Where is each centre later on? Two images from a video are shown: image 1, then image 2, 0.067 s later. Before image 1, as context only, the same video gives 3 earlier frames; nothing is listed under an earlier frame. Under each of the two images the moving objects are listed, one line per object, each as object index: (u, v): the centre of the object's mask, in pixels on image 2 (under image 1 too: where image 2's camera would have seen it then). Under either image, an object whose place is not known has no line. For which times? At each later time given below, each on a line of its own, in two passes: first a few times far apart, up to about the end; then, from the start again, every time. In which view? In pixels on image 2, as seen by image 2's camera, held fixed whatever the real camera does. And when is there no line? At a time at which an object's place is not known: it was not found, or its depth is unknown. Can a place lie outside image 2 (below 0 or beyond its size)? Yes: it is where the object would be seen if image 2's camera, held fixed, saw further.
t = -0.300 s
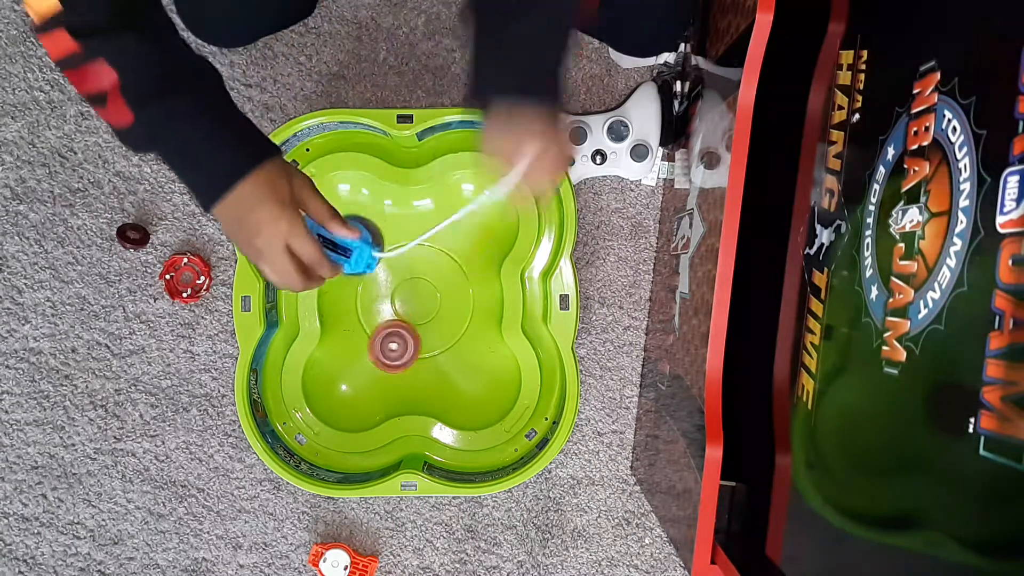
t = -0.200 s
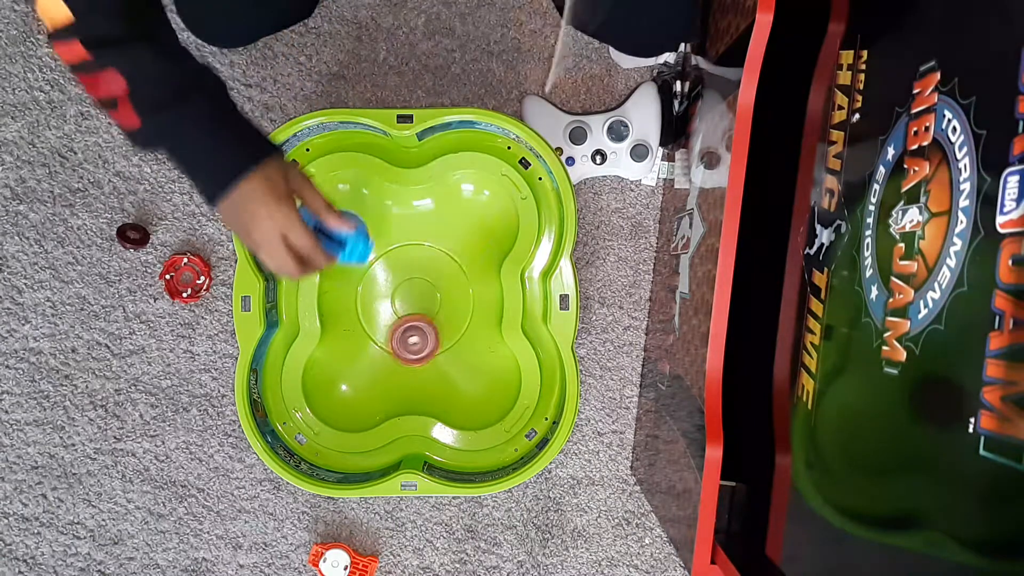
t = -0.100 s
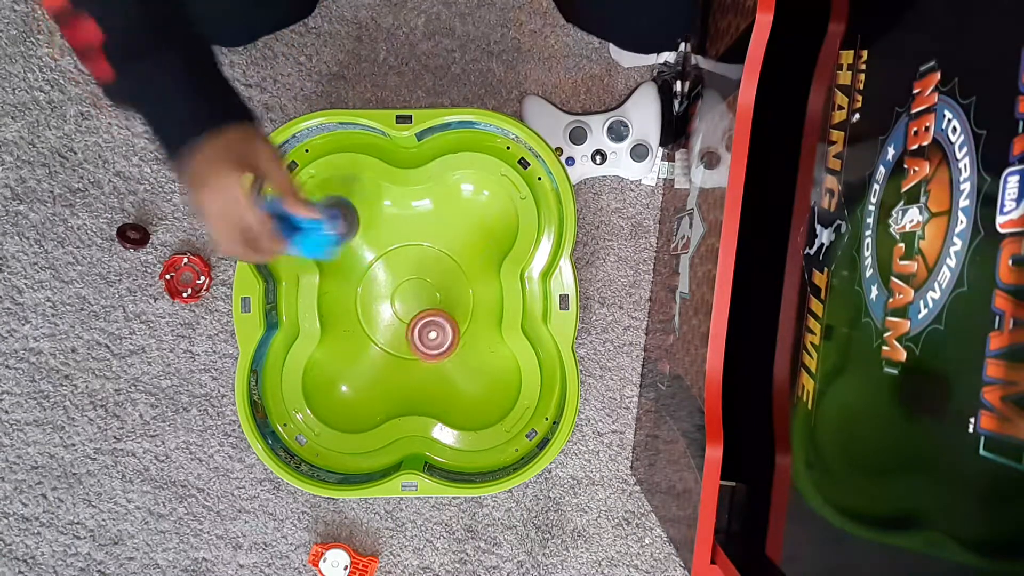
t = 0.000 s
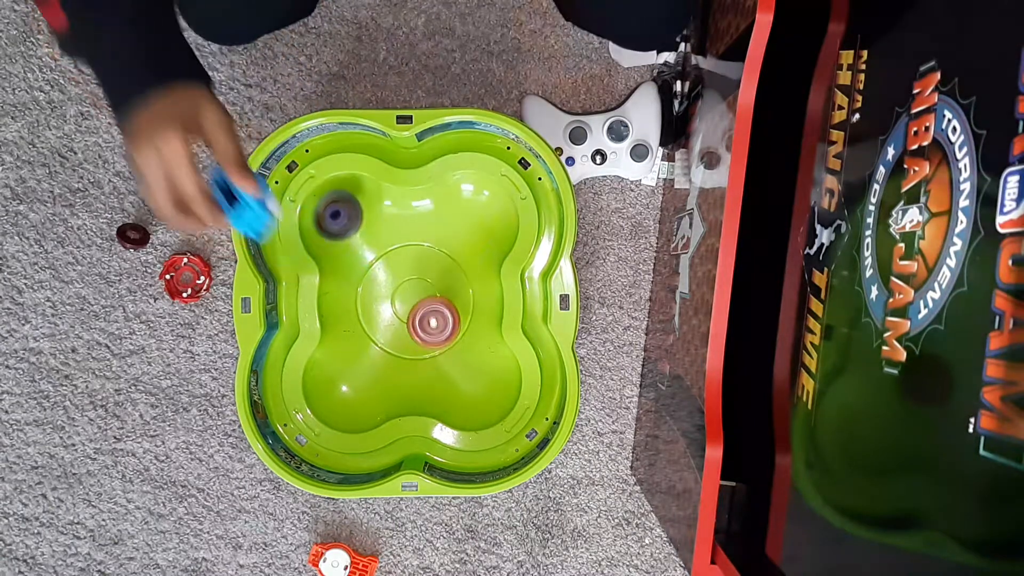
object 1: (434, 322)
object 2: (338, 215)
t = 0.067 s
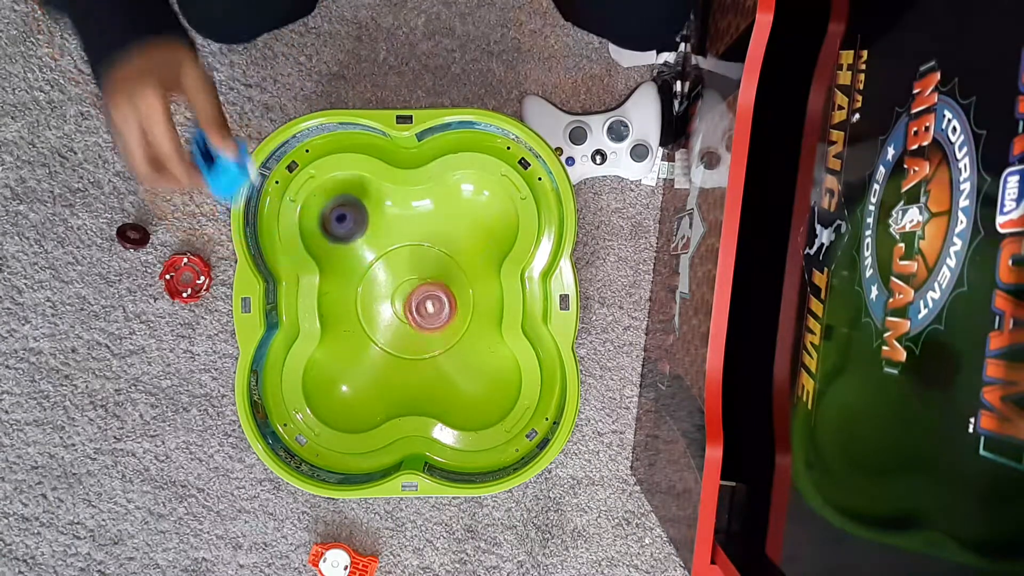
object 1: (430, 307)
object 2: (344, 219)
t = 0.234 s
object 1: (403, 286)
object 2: (363, 240)
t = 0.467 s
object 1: (430, 333)
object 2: (358, 232)
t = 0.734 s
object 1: (437, 320)
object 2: (388, 263)
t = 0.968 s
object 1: (447, 367)
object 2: (370, 232)
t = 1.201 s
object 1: (489, 392)
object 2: (333, 212)
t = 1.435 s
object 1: (416, 327)
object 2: (399, 251)
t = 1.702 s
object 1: (357, 325)
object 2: (448, 301)
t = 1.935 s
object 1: (374, 355)
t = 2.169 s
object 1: (349, 401)
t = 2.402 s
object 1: (390, 316)
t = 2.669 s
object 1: (407, 329)
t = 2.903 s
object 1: (442, 310)
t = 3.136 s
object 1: (457, 297)
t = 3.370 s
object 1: (442, 327)
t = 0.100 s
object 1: (427, 298)
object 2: (347, 222)
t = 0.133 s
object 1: (421, 291)
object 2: (352, 227)
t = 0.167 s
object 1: (414, 285)
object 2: (356, 233)
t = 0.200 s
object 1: (405, 281)
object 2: (362, 239)
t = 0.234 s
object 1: (403, 286)
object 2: (363, 240)
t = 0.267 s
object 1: (403, 298)
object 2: (359, 236)
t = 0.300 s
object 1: (404, 306)
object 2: (357, 233)
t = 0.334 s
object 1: (407, 314)
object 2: (356, 231)
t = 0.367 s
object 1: (413, 320)
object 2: (356, 230)
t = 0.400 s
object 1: (418, 325)
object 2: (356, 230)
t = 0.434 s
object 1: (424, 330)
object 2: (357, 231)
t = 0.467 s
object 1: (430, 333)
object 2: (358, 232)
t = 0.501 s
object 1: (435, 336)
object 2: (361, 234)
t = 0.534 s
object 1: (439, 338)
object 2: (364, 237)
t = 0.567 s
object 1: (442, 338)
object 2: (367, 240)
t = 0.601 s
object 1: (443, 336)
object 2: (371, 243)
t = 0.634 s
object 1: (443, 333)
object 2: (374, 247)
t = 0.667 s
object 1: (442, 329)
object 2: (378, 251)
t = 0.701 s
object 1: (440, 325)
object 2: (383, 256)
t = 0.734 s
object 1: (437, 320)
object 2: (388, 263)
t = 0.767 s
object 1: (434, 317)
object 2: (393, 270)
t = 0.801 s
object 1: (432, 318)
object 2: (396, 272)
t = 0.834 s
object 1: (436, 330)
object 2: (392, 264)
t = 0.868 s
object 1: (438, 341)
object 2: (387, 256)
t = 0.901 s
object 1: (442, 351)
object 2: (381, 248)
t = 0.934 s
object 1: (444, 359)
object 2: (375, 239)
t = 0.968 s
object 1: (447, 367)
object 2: (370, 232)
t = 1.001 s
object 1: (450, 375)
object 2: (364, 224)
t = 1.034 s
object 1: (454, 383)
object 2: (357, 215)
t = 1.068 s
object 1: (460, 391)
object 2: (350, 208)
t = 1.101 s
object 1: (467, 397)
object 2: (343, 204)
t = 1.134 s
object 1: (475, 400)
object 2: (337, 202)
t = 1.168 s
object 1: (483, 399)
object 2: (334, 205)
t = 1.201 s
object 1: (489, 392)
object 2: (333, 212)
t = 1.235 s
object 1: (490, 381)
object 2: (336, 221)
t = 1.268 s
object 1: (486, 370)
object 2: (343, 228)
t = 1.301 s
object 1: (473, 358)
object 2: (353, 234)
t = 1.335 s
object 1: (460, 349)
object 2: (365, 239)
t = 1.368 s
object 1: (445, 341)
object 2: (377, 243)
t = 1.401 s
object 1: (430, 333)
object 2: (388, 247)
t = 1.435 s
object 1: (416, 327)
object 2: (399, 251)
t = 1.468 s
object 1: (404, 322)
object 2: (407, 257)
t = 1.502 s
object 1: (393, 318)
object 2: (414, 262)
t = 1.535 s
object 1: (384, 315)
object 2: (421, 268)
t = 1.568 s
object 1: (374, 314)
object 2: (428, 275)
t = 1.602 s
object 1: (367, 315)
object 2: (435, 283)
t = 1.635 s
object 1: (361, 317)
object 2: (441, 289)
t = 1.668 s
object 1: (358, 320)
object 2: (445, 296)
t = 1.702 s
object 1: (357, 325)
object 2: (448, 301)
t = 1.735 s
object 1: (359, 329)
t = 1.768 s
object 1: (364, 336)
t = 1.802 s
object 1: (368, 342)
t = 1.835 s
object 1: (373, 348)
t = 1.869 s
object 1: (378, 351)
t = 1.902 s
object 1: (382, 353)
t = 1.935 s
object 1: (374, 355)
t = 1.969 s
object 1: (352, 365)
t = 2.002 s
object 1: (337, 373)
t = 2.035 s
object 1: (324, 384)
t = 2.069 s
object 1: (320, 393)
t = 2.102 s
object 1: (326, 399)
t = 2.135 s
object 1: (335, 402)
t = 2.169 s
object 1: (349, 401)
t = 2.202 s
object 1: (361, 395)
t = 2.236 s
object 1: (371, 383)
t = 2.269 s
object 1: (378, 368)
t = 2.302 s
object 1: (383, 352)
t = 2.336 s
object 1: (387, 337)
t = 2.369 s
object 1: (390, 323)
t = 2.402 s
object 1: (390, 316)
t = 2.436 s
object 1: (389, 318)
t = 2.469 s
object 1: (388, 318)
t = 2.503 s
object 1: (388, 317)
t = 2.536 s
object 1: (389, 313)
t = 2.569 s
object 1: (392, 314)
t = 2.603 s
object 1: (396, 322)
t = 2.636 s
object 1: (401, 327)
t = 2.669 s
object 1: (407, 329)
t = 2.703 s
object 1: (414, 327)
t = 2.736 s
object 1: (421, 327)
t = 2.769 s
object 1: (428, 327)
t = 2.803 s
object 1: (433, 325)
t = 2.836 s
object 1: (438, 321)
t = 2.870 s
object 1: (440, 316)
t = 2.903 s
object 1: (442, 310)
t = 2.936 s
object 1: (443, 305)
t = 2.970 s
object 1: (443, 298)
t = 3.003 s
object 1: (442, 293)
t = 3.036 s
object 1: (439, 287)
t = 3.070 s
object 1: (436, 283)
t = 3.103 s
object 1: (444, 287)
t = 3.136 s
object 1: (457, 297)
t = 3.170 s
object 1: (464, 305)
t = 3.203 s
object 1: (467, 313)
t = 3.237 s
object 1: (467, 318)
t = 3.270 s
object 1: (463, 321)
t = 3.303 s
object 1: (456, 324)
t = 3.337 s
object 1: (449, 326)
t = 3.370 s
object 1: (442, 327)
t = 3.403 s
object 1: (434, 330)
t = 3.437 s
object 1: (426, 335)
